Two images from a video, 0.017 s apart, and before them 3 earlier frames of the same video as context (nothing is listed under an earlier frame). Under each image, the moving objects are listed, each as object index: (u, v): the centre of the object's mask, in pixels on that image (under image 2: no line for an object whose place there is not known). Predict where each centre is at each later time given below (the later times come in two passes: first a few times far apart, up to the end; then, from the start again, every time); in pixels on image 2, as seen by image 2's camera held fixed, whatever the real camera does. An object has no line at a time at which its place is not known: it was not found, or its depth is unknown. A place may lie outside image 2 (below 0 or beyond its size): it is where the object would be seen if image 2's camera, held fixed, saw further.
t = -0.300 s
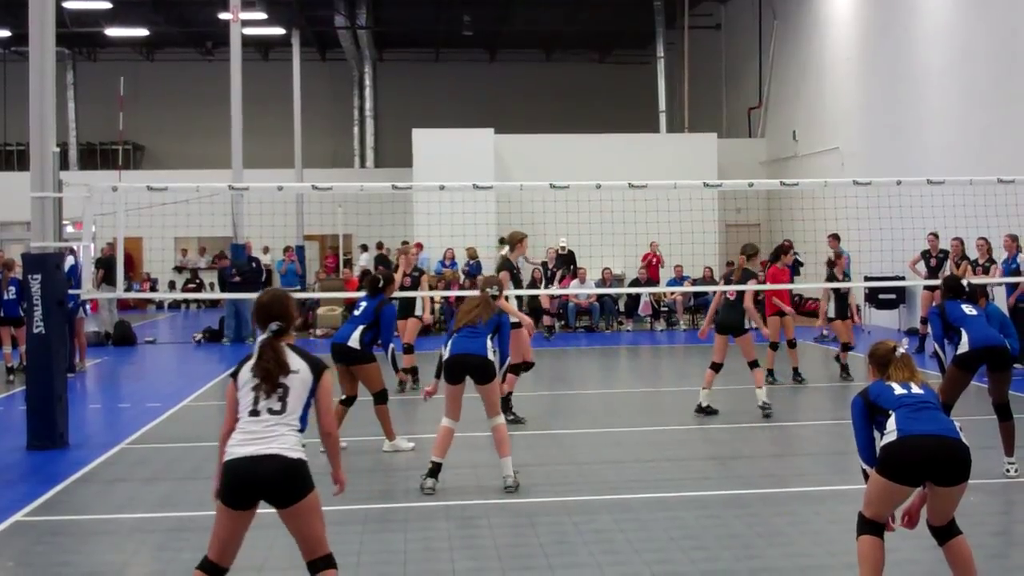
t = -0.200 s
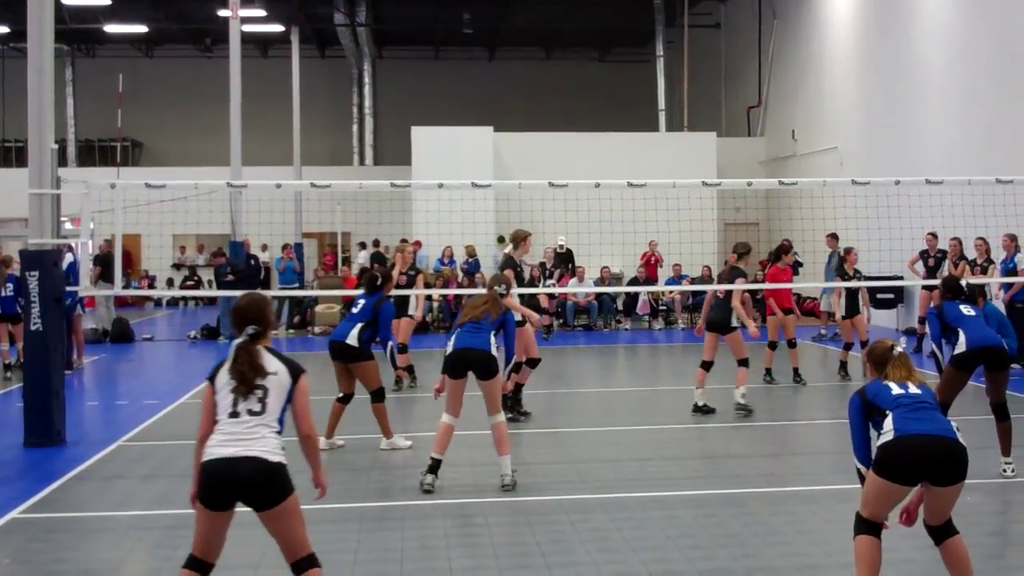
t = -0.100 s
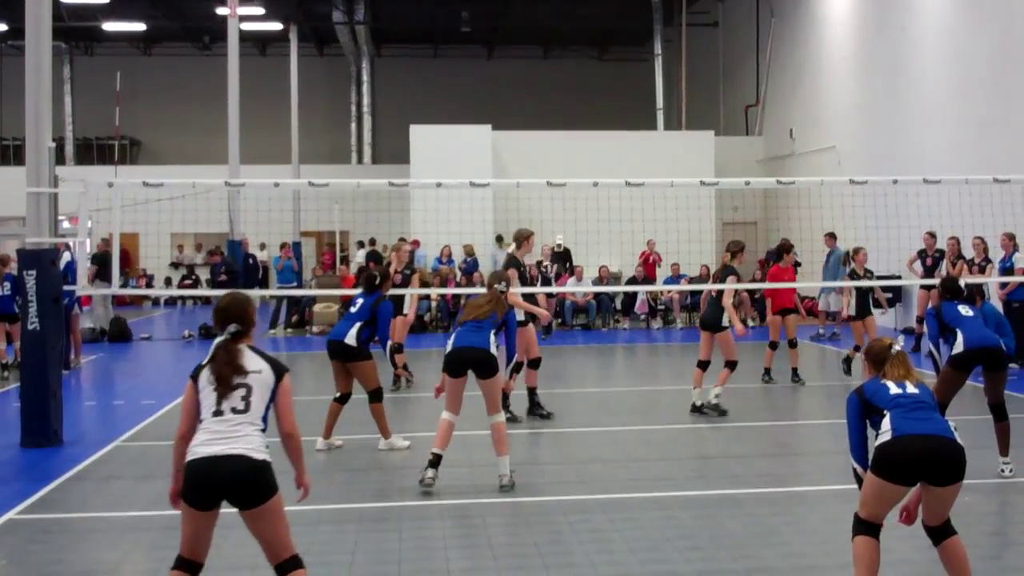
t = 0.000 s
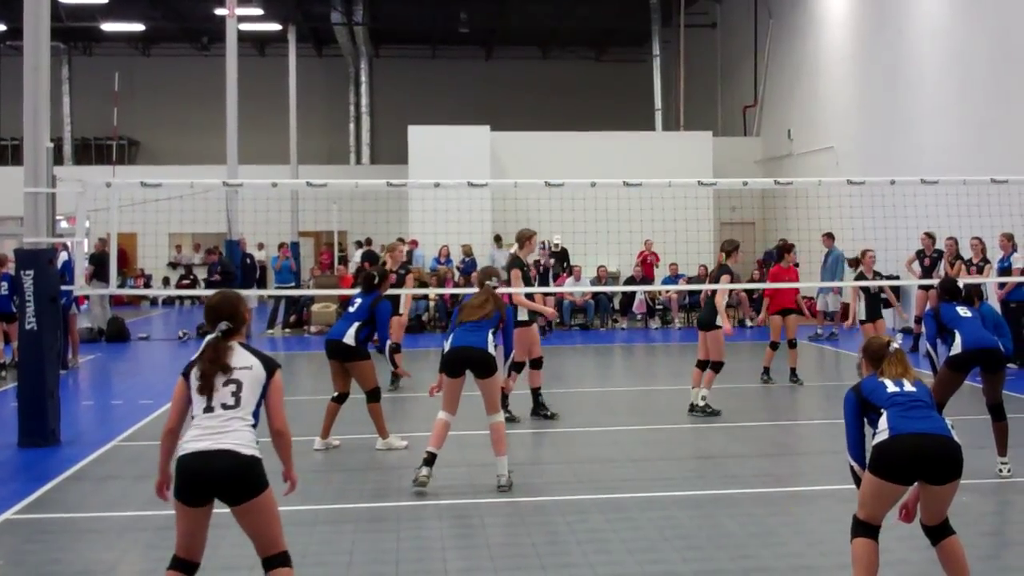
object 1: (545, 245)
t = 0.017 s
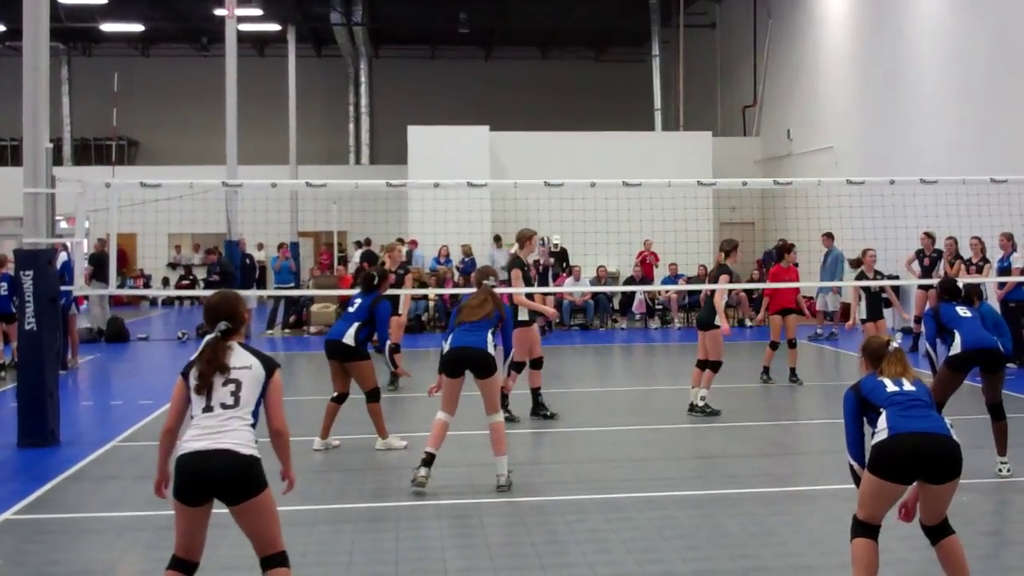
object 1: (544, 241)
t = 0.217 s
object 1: (542, 209)
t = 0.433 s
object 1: (540, 200)
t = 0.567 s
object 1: (540, 208)
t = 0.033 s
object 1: (544, 238)
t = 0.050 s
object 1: (544, 234)
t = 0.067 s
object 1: (544, 231)
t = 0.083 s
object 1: (543, 228)
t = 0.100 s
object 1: (543, 225)
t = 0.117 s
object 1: (543, 222)
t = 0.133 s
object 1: (542, 220)
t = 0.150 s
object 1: (542, 217)
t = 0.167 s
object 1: (542, 215)
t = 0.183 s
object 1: (542, 213)
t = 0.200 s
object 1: (542, 211)
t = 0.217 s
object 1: (542, 209)
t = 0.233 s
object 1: (542, 207)
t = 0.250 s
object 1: (541, 206)
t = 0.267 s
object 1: (541, 205)
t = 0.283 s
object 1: (541, 203)
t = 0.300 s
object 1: (541, 202)
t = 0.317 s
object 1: (541, 202)
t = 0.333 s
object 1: (541, 201)
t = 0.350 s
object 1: (541, 200)
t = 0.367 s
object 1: (540, 200)
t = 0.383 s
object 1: (540, 200)
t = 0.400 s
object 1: (540, 200)
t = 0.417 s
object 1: (540, 200)
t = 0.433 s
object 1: (540, 200)
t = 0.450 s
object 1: (540, 201)
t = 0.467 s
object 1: (540, 201)
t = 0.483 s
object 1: (540, 202)
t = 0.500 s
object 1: (540, 203)
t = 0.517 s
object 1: (540, 204)
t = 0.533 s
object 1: (540, 205)
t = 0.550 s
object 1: (540, 207)
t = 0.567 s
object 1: (540, 208)
